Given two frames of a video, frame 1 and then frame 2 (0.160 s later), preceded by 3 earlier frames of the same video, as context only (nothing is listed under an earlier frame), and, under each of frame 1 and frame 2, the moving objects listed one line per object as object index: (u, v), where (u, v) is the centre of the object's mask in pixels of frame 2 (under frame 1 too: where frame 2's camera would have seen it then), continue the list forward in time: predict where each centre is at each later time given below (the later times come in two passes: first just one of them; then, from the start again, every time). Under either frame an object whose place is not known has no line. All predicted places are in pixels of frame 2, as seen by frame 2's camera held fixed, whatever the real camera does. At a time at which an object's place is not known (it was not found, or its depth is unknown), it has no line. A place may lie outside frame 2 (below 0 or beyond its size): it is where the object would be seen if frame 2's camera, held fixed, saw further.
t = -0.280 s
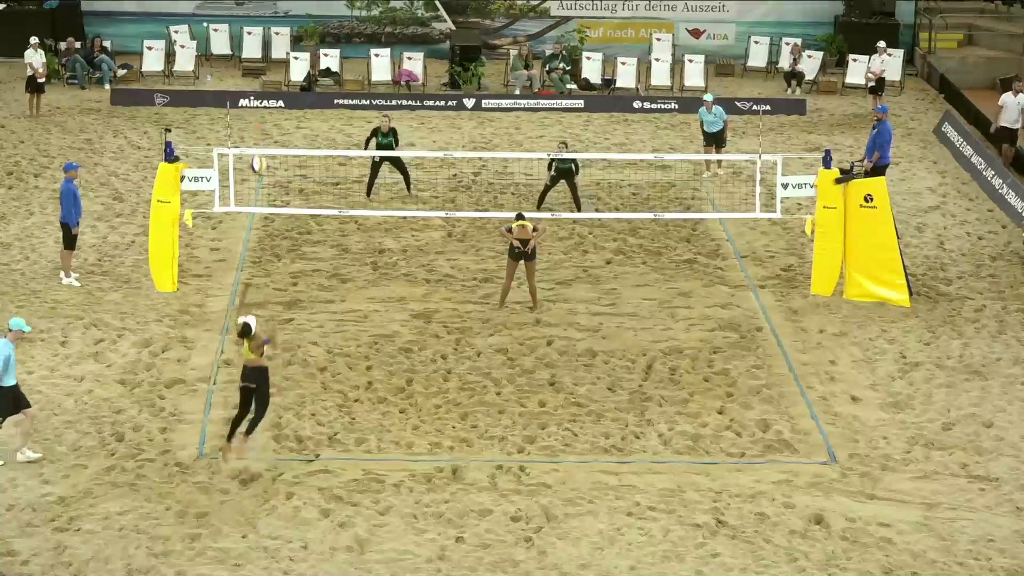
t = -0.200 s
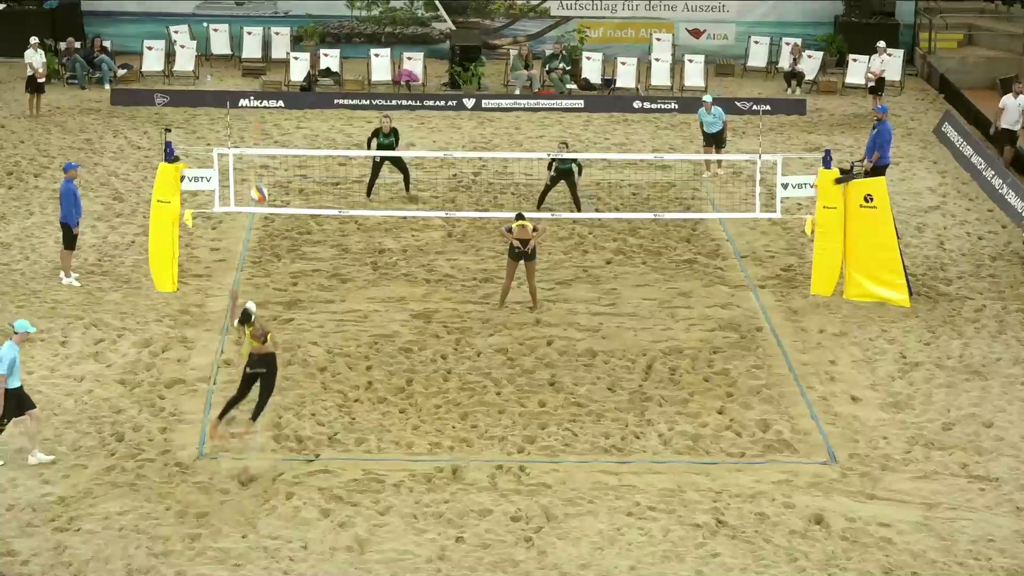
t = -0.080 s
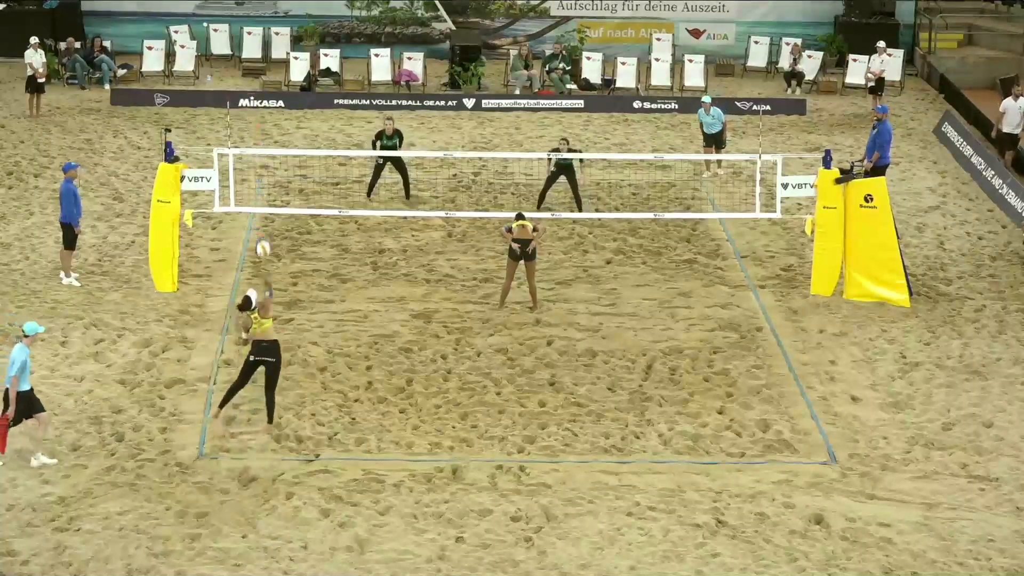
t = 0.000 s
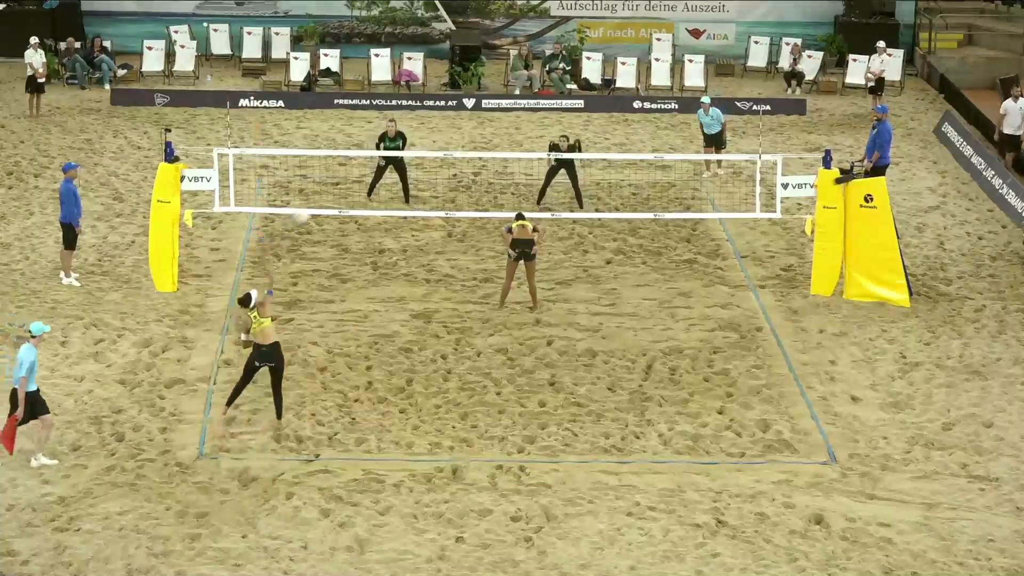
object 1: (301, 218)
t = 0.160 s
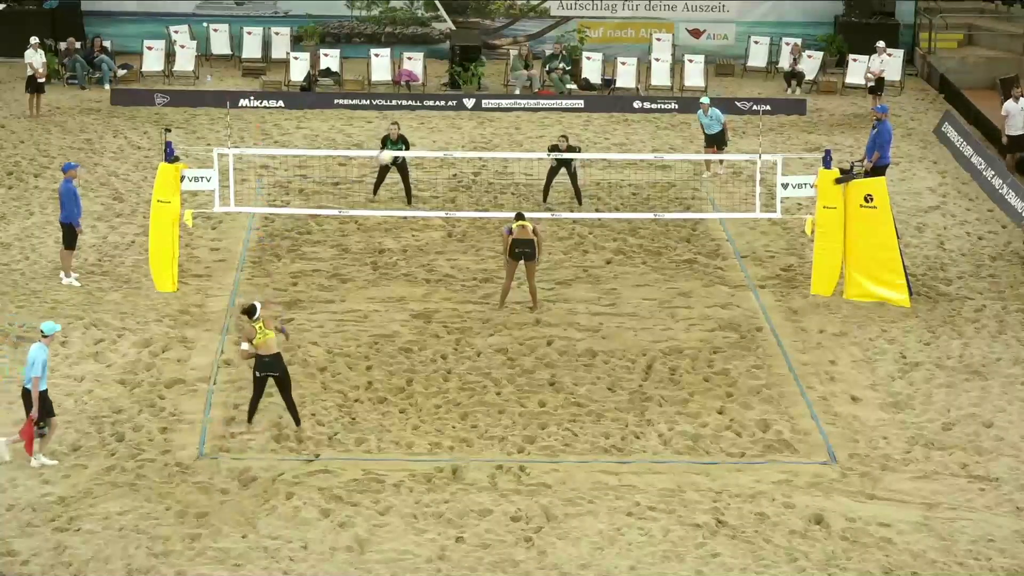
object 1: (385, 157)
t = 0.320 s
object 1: (454, 130)
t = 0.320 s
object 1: (454, 130)
